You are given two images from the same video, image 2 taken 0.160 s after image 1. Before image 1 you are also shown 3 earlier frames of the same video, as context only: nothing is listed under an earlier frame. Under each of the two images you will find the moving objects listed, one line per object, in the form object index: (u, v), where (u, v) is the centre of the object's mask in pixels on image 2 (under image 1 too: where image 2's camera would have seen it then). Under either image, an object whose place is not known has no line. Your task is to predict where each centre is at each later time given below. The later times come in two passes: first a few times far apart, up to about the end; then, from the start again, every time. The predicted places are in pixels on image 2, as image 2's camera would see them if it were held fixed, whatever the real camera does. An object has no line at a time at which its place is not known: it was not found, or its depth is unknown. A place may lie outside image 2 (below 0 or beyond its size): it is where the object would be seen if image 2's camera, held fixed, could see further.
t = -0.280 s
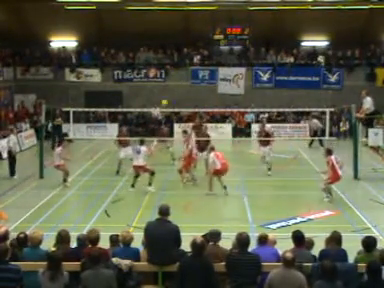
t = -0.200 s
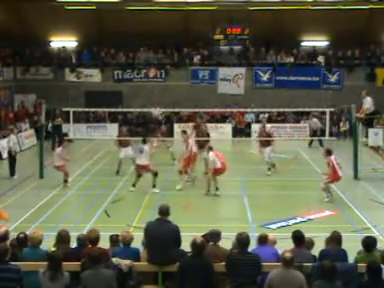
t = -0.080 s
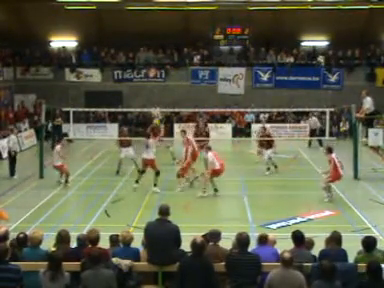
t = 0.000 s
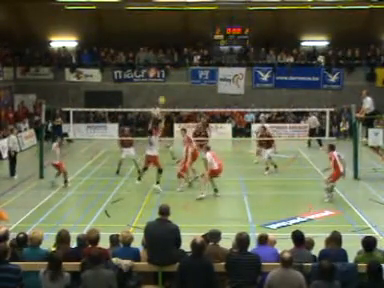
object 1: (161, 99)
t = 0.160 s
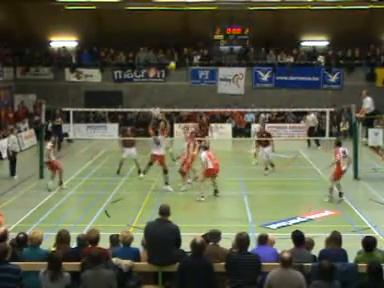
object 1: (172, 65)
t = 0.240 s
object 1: (178, 51)
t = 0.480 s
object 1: (193, 21)
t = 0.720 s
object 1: (207, 11)
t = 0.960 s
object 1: (222, 18)
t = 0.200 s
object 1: (175, 58)
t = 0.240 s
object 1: (178, 51)
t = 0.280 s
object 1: (180, 44)
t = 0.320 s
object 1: (183, 39)
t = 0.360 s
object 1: (185, 34)
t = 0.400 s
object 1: (188, 29)
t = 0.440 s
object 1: (190, 25)
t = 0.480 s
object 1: (193, 21)
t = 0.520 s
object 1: (195, 18)
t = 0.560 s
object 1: (198, 15)
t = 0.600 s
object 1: (200, 13)
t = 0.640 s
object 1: (203, 12)
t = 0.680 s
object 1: (204, 12)
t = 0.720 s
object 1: (207, 11)
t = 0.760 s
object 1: (210, 11)
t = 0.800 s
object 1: (212, 12)
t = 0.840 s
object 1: (214, 12)
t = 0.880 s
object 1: (217, 14)
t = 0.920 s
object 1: (219, 16)
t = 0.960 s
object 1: (222, 18)
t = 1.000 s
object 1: (224, 21)
